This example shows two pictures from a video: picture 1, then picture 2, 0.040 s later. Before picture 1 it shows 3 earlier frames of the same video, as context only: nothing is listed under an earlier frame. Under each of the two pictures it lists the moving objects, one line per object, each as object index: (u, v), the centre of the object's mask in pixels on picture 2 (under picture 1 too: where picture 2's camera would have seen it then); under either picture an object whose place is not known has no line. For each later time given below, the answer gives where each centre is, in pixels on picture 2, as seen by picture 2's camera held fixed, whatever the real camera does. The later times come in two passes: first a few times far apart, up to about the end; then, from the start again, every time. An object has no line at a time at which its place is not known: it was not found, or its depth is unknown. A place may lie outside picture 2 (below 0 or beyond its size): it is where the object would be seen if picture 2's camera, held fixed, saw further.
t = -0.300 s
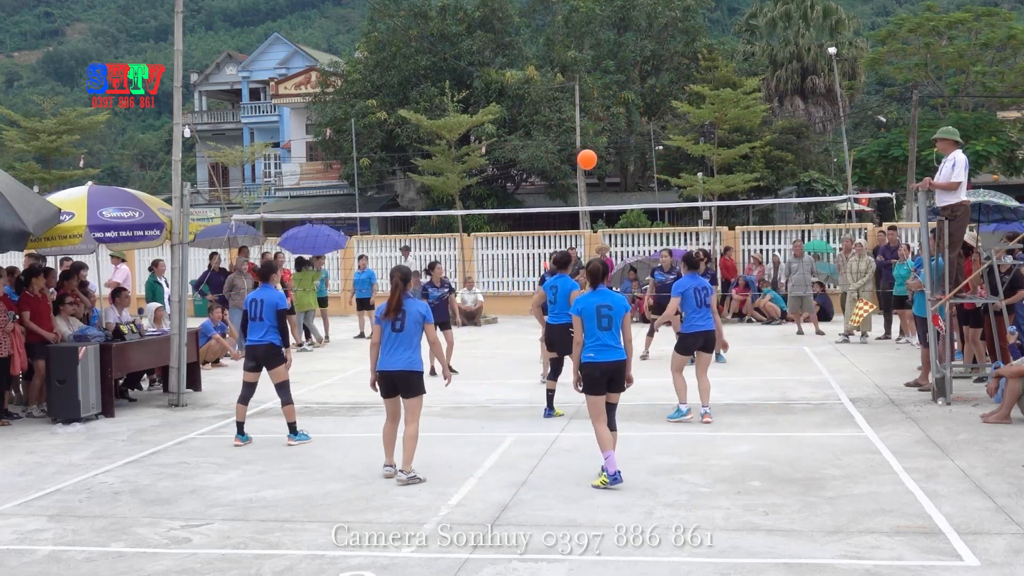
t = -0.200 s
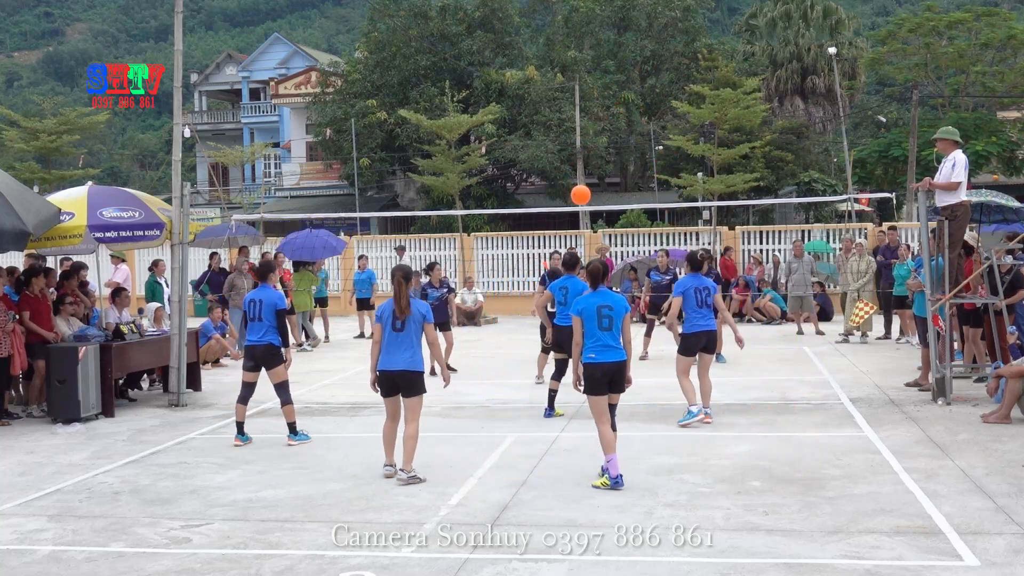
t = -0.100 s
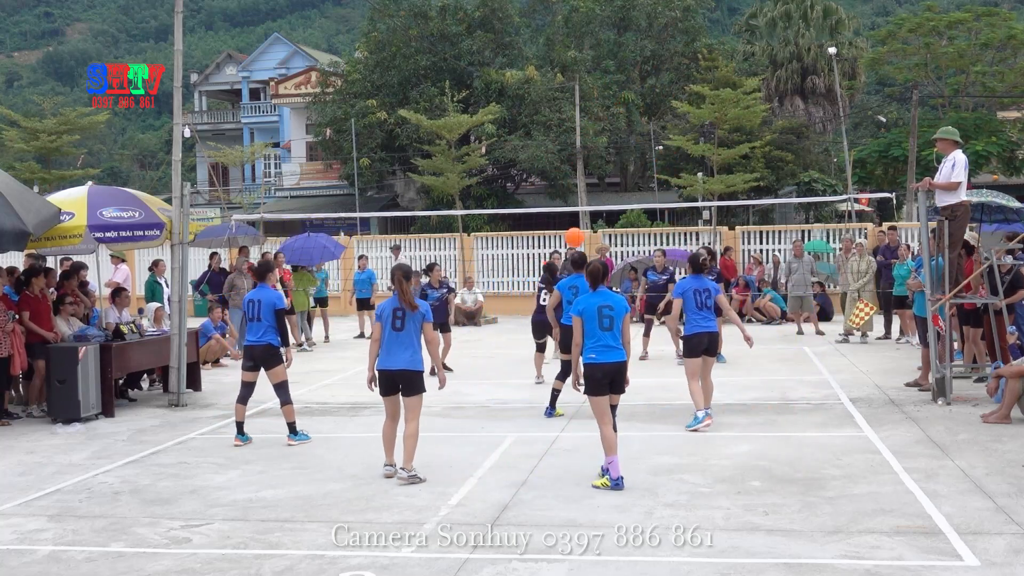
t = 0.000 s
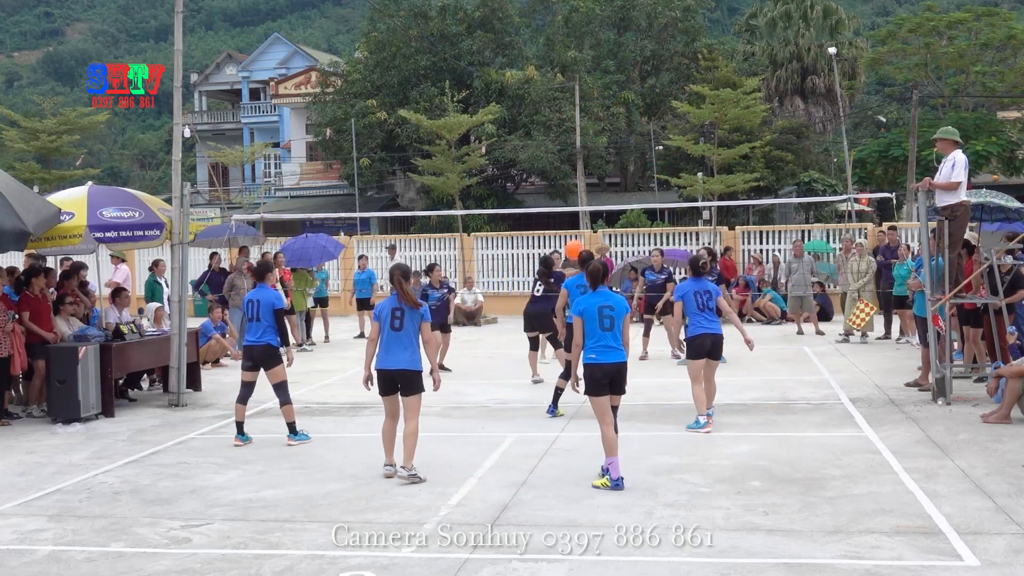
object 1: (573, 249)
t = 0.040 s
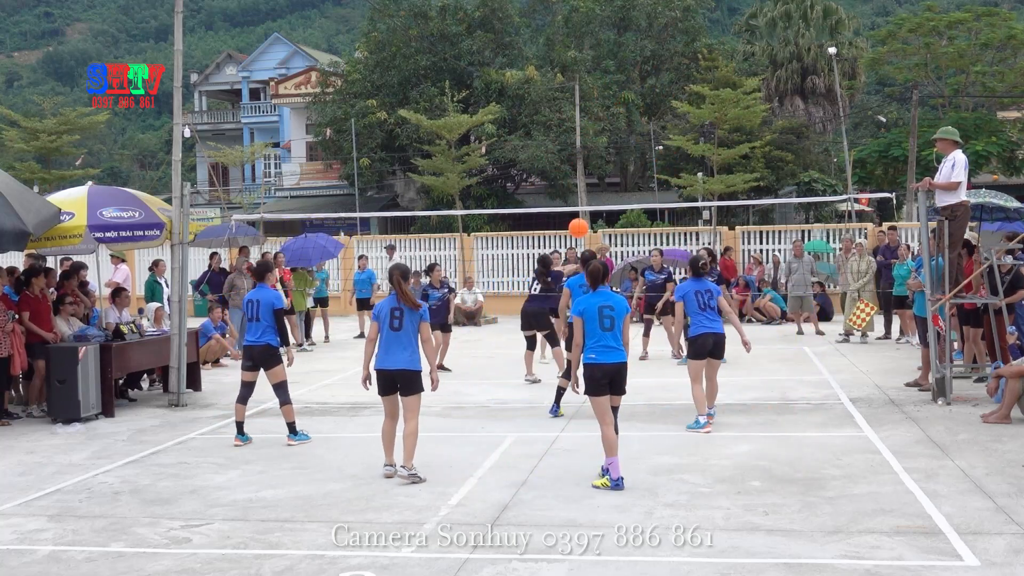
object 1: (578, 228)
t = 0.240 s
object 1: (599, 140)
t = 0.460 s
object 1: (619, 84)
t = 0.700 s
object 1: (642, 69)
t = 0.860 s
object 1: (657, 86)
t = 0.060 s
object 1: (580, 218)
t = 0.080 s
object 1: (582, 208)
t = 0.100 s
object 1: (585, 197)
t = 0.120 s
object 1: (587, 189)
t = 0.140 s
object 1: (589, 180)
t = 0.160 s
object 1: (591, 171)
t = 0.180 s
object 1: (593, 163)
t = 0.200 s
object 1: (595, 155)
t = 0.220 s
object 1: (597, 148)
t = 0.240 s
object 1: (599, 140)
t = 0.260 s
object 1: (600, 134)
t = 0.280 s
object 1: (602, 127)
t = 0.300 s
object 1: (604, 121)
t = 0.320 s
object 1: (606, 115)
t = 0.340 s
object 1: (608, 110)
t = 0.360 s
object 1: (610, 105)
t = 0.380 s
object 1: (612, 100)
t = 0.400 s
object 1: (613, 96)
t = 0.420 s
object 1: (615, 92)
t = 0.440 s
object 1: (617, 88)
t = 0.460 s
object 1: (619, 84)
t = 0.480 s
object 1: (621, 81)
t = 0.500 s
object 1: (623, 79)
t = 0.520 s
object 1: (625, 76)
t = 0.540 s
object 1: (627, 74)
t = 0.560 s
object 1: (629, 72)
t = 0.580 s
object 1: (630, 71)
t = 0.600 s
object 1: (632, 70)
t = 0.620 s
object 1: (634, 69)
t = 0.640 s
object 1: (636, 68)
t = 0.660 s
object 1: (638, 68)
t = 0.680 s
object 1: (640, 69)
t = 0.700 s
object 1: (642, 69)
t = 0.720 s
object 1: (644, 70)
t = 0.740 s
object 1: (645, 71)
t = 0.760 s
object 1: (647, 73)
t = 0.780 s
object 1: (649, 75)
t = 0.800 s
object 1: (651, 77)
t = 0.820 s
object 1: (653, 80)
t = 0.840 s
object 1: (655, 83)
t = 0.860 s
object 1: (657, 86)
